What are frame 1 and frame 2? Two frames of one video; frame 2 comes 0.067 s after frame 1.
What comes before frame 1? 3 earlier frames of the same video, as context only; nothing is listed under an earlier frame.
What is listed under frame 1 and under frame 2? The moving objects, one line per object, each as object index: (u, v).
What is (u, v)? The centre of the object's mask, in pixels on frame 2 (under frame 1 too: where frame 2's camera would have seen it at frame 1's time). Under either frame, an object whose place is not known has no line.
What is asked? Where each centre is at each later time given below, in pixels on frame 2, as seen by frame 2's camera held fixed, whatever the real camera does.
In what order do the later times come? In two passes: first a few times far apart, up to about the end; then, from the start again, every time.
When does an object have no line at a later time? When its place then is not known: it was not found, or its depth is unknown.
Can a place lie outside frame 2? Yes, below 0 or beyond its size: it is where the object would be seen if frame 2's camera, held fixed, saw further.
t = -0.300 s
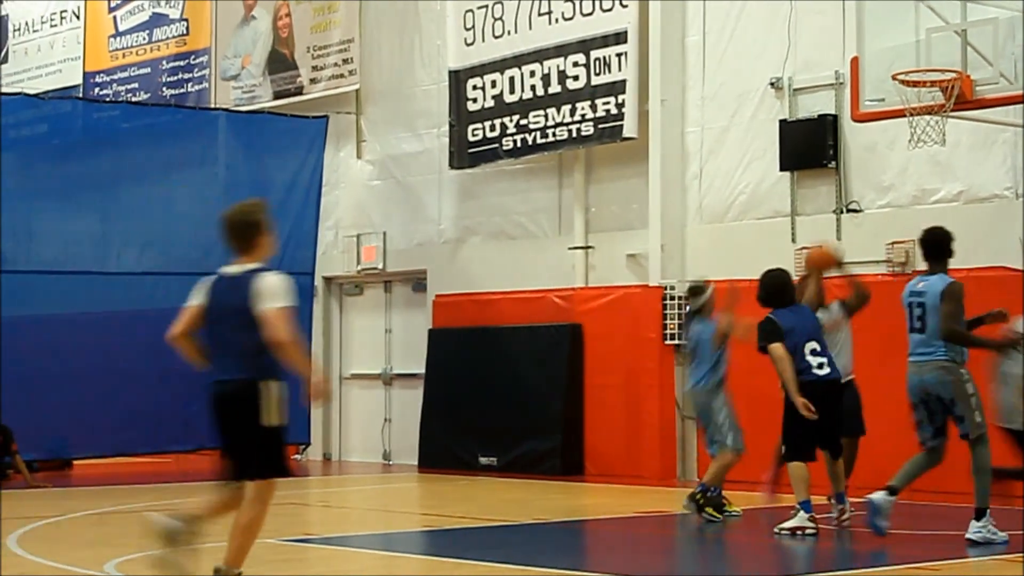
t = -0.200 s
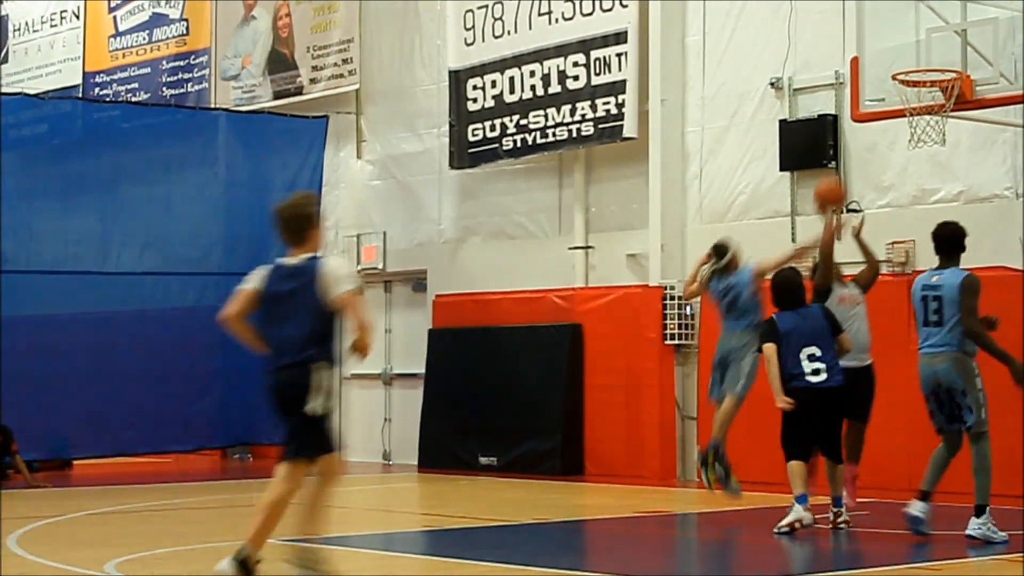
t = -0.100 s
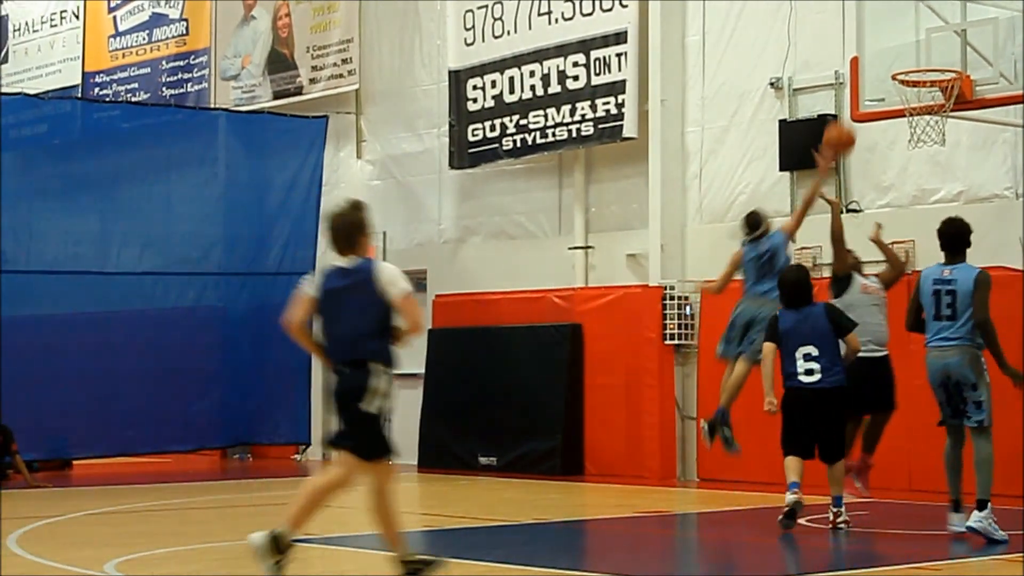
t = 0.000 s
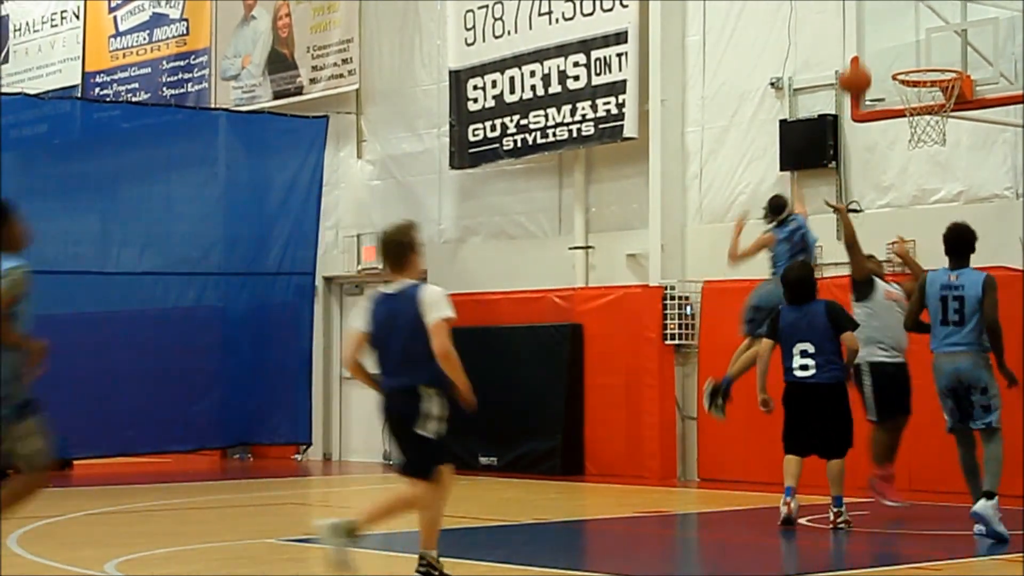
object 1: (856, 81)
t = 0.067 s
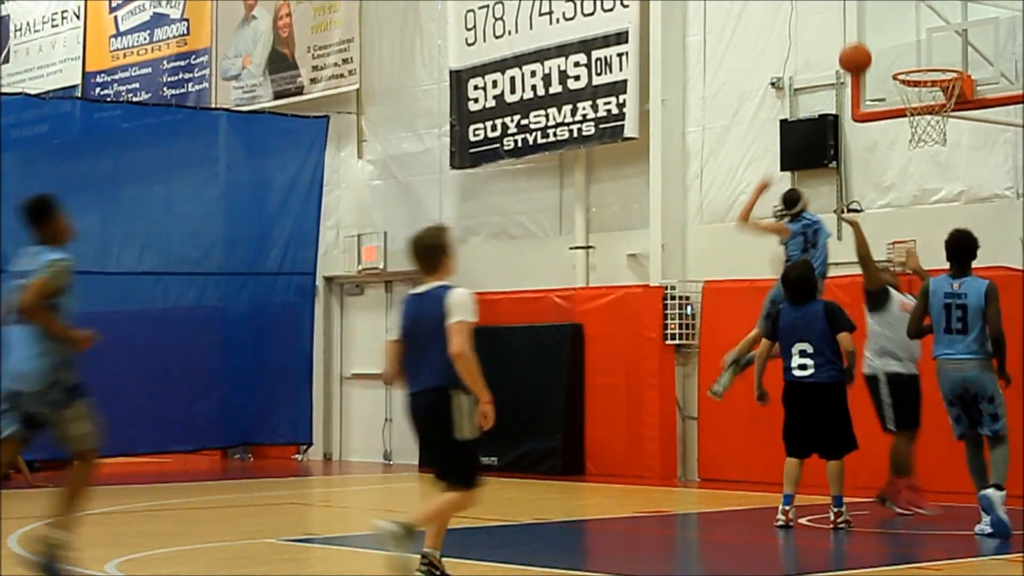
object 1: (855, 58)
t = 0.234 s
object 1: (854, 30)
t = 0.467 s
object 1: (852, 52)
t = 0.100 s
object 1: (855, 50)
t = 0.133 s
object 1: (854, 43)
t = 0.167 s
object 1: (854, 37)
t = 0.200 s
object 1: (854, 33)
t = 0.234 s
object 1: (854, 30)
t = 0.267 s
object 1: (854, 29)
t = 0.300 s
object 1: (853, 29)
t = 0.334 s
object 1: (853, 31)
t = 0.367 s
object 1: (853, 34)
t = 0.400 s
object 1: (853, 38)
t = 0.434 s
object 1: (852, 45)
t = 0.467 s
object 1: (852, 52)
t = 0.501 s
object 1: (852, 61)
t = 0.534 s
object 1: (851, 72)
